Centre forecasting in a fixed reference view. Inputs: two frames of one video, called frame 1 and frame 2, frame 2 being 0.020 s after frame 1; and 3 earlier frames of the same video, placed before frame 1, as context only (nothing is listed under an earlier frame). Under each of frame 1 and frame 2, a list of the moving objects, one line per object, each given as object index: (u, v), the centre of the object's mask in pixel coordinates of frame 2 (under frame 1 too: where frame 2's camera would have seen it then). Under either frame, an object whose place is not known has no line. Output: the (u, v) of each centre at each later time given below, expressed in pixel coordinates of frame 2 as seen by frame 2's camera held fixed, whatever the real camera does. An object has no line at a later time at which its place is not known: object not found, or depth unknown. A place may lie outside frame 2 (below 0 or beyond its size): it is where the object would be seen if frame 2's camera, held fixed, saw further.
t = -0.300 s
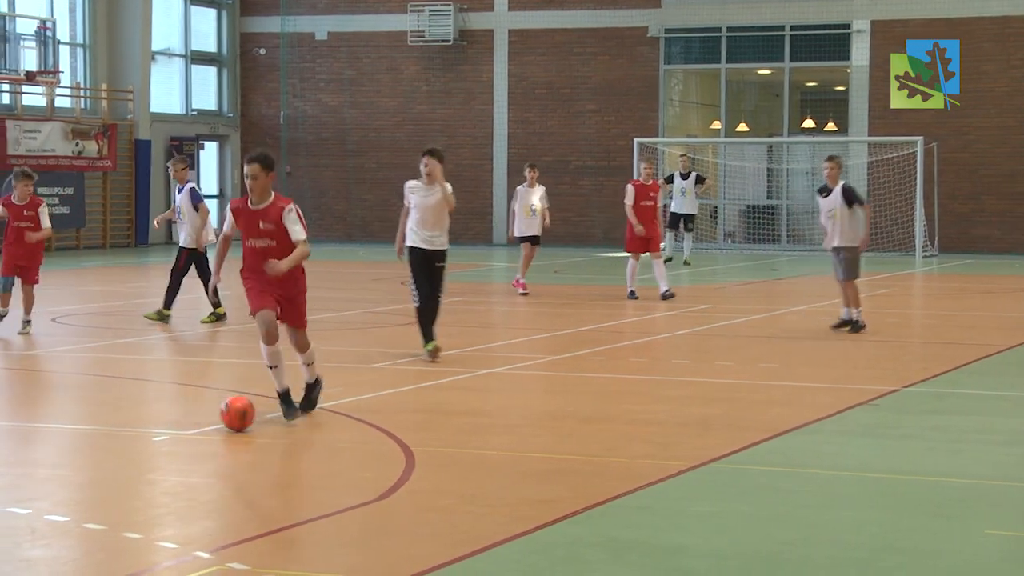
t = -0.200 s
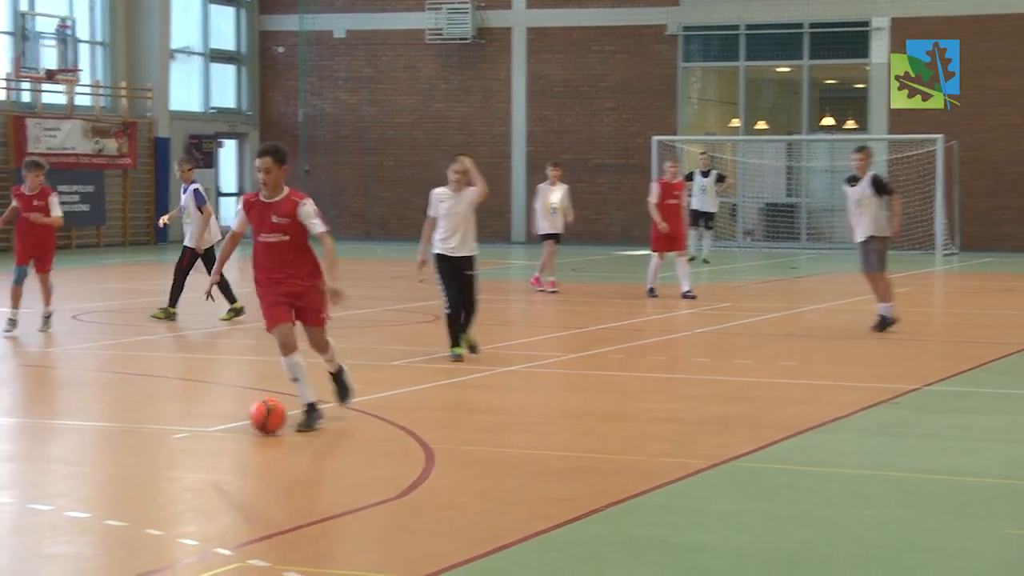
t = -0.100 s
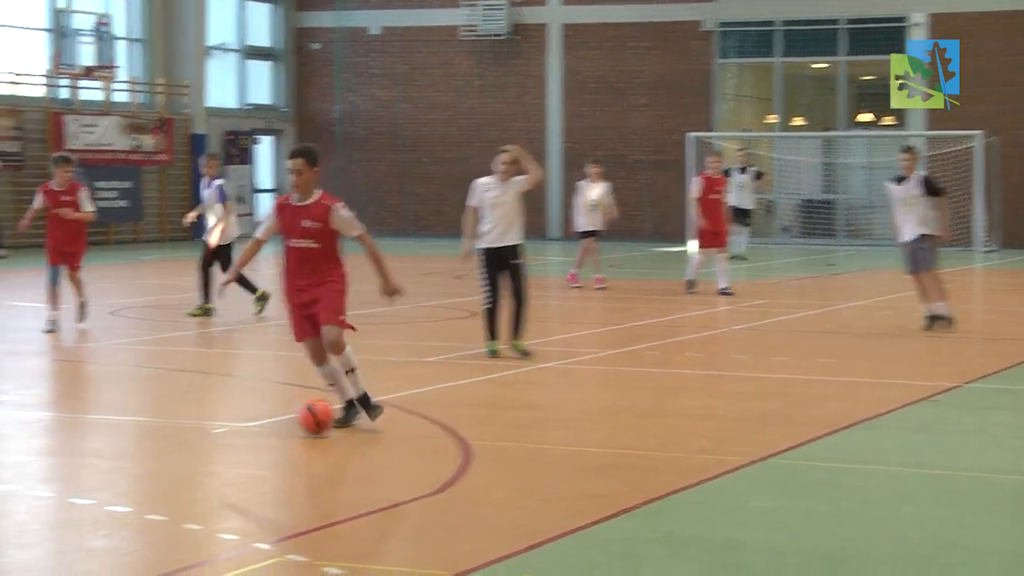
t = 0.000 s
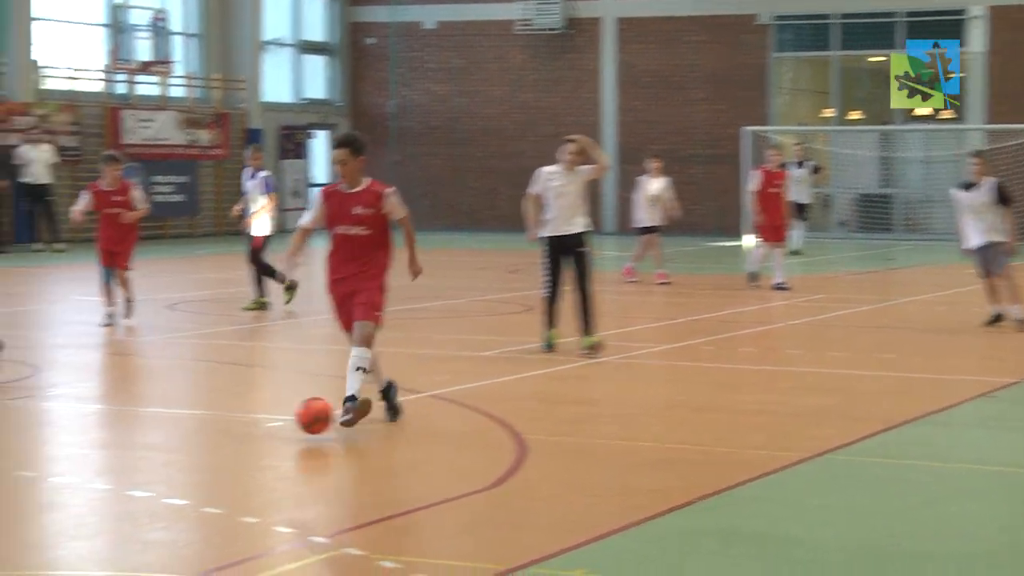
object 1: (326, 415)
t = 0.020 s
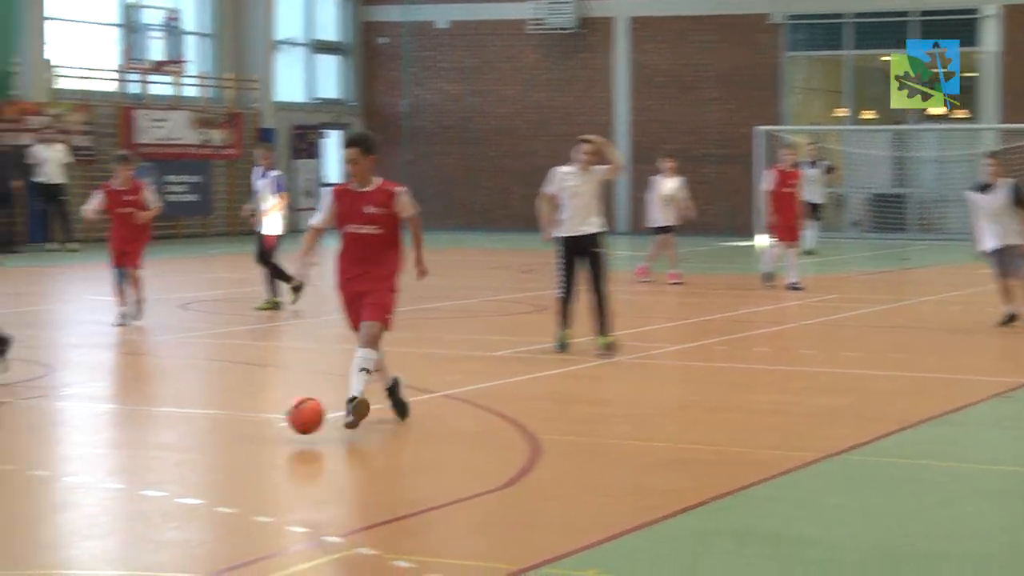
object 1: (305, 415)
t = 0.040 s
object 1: (286, 416)
